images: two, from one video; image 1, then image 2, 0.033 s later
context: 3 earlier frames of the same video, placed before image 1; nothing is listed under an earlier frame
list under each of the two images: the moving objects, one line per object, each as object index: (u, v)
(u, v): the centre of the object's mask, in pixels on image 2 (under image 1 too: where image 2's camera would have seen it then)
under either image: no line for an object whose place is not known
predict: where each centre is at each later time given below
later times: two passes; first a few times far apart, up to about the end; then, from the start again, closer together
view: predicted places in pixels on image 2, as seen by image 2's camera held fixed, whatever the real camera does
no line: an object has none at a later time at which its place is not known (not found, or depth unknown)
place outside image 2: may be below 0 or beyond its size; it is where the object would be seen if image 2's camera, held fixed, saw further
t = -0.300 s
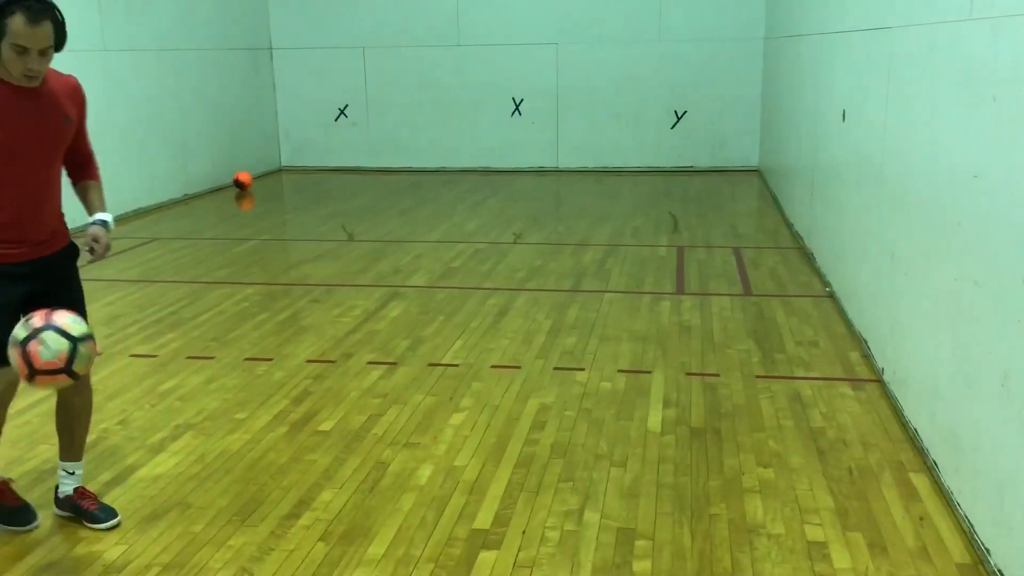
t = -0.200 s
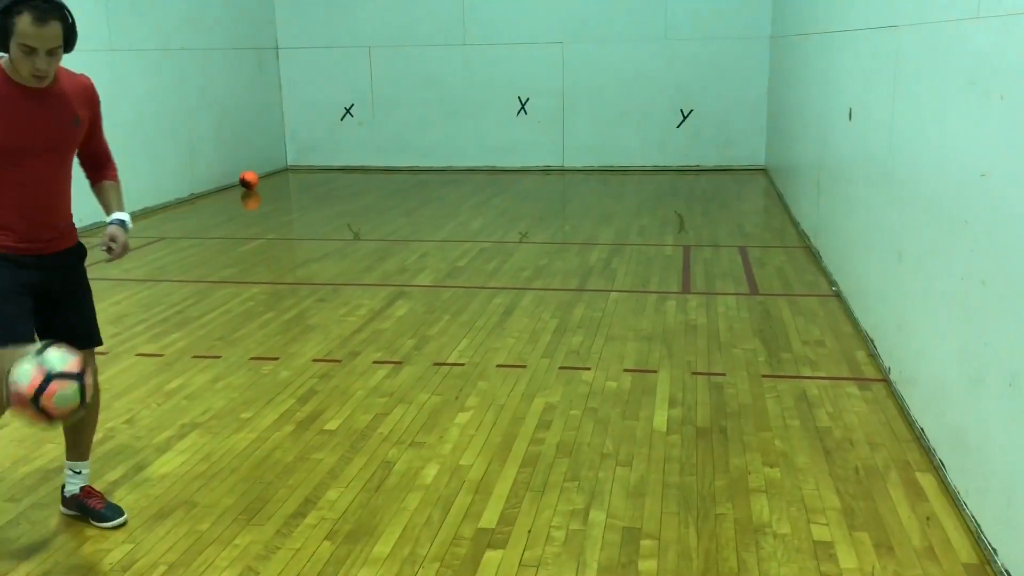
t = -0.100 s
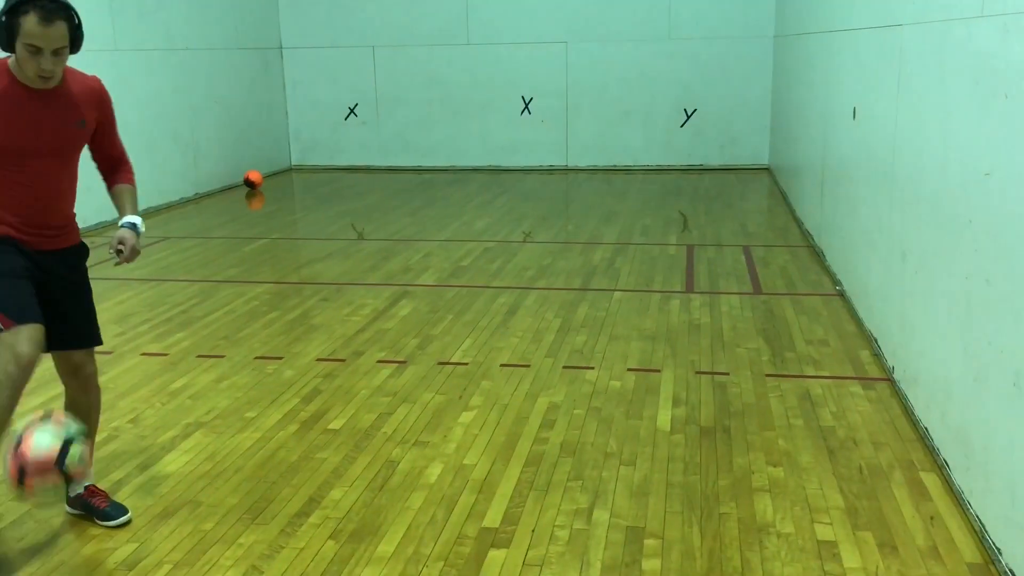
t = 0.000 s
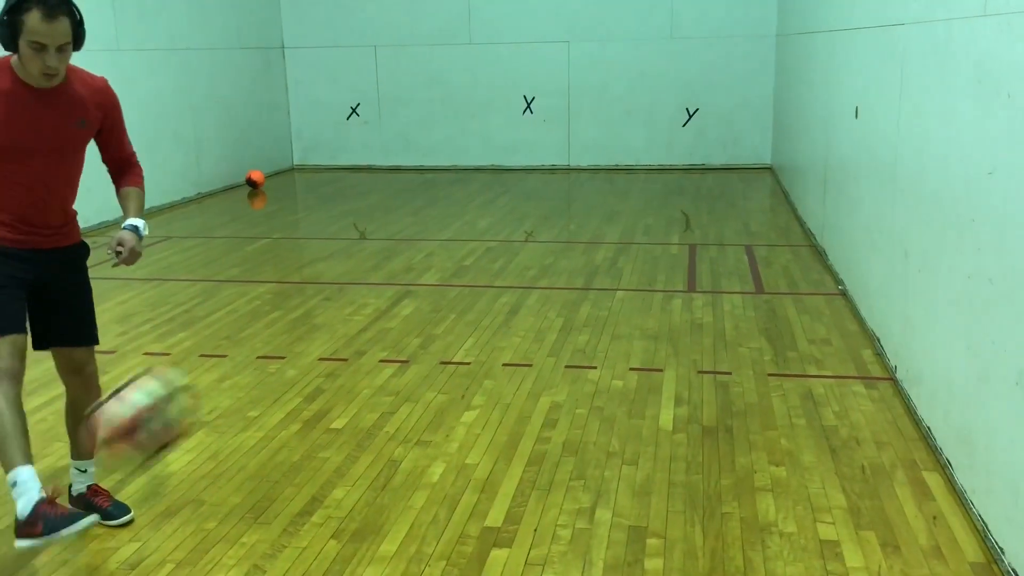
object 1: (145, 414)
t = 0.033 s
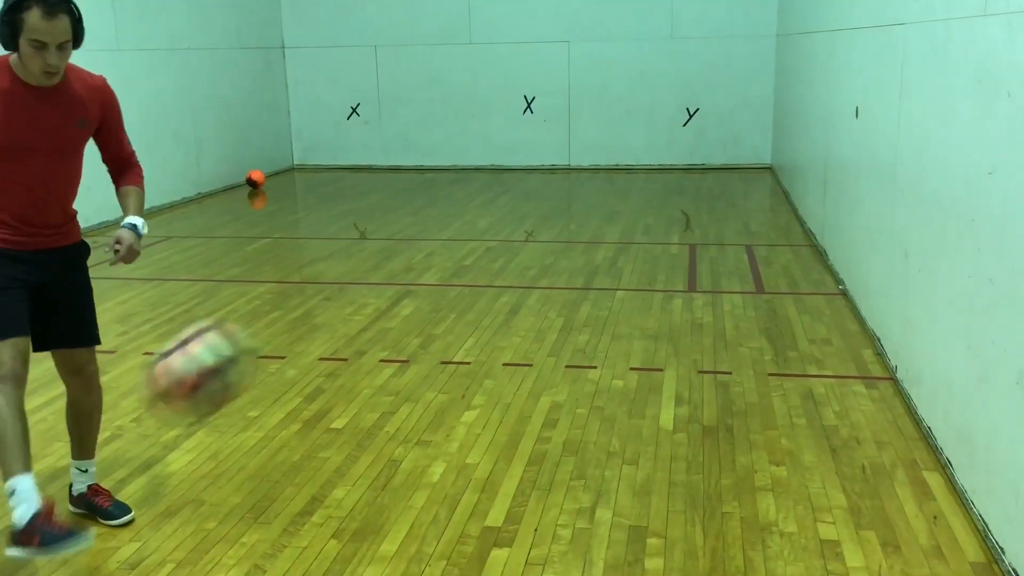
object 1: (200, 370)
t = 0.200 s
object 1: (542, 171)
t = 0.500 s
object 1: (954, 47)
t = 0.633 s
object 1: (674, 114)
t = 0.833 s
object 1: (323, 347)
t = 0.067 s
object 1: (261, 320)
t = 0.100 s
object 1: (325, 275)
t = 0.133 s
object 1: (395, 237)
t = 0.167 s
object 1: (468, 202)
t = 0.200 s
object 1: (542, 171)
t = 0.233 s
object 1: (619, 139)
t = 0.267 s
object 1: (701, 111)
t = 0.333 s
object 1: (880, 67)
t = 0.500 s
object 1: (954, 47)
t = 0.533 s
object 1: (884, 53)
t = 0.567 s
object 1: (810, 68)
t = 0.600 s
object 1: (741, 89)
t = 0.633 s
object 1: (674, 114)
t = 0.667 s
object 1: (609, 144)
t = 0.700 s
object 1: (543, 179)
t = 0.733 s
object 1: (483, 216)
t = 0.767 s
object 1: (426, 256)
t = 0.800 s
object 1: (371, 302)
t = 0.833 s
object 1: (323, 347)
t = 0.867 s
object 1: (273, 397)
